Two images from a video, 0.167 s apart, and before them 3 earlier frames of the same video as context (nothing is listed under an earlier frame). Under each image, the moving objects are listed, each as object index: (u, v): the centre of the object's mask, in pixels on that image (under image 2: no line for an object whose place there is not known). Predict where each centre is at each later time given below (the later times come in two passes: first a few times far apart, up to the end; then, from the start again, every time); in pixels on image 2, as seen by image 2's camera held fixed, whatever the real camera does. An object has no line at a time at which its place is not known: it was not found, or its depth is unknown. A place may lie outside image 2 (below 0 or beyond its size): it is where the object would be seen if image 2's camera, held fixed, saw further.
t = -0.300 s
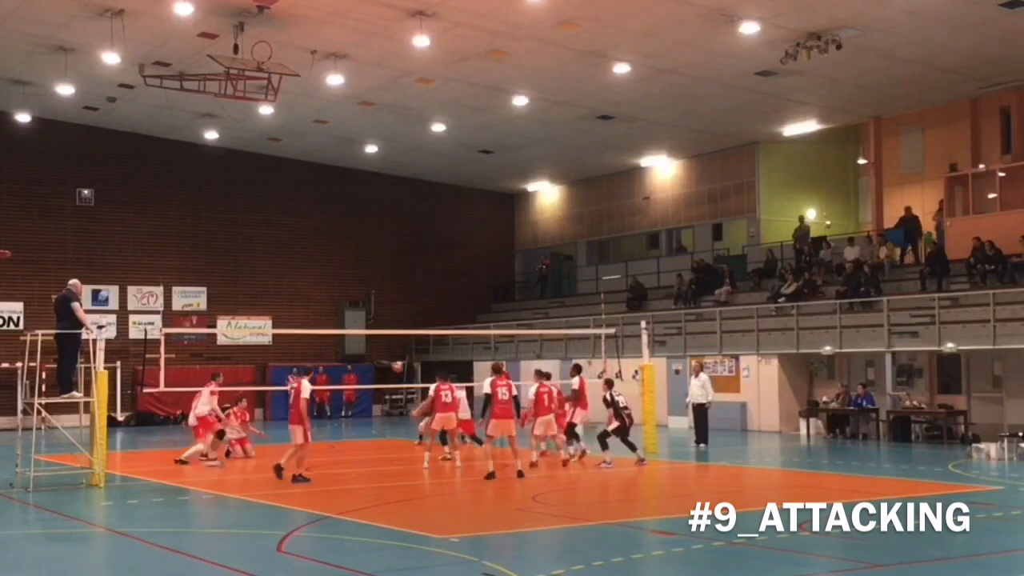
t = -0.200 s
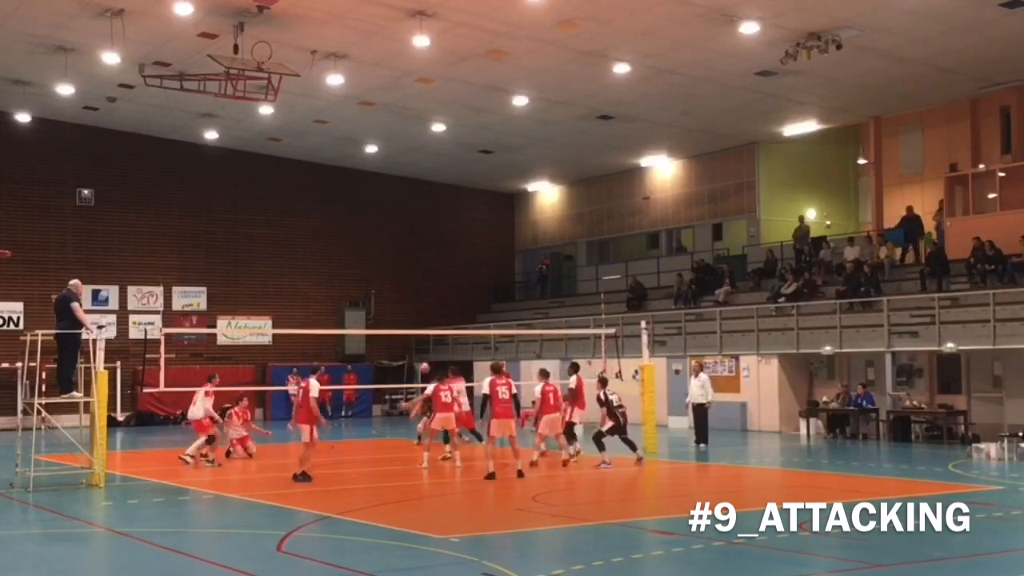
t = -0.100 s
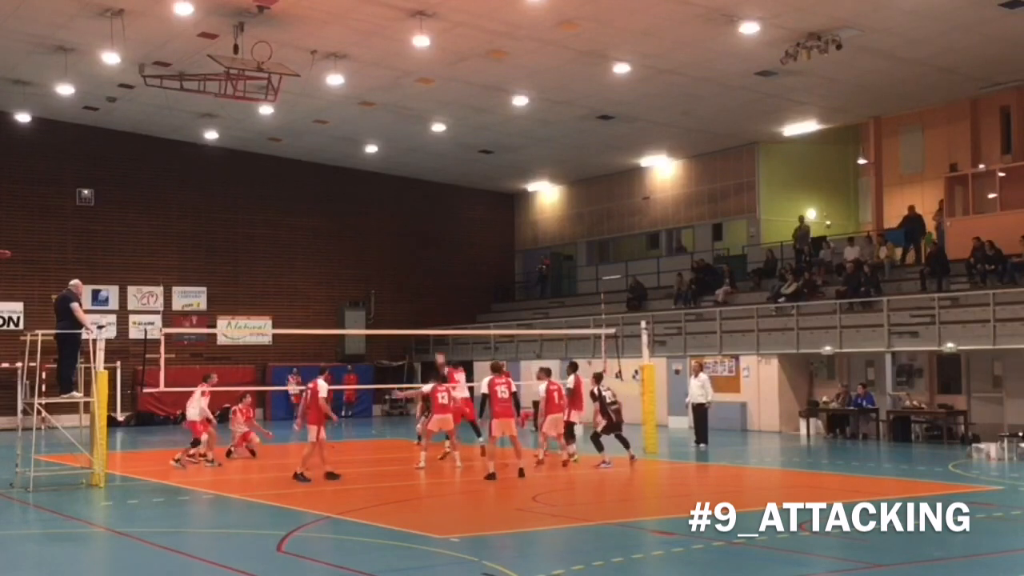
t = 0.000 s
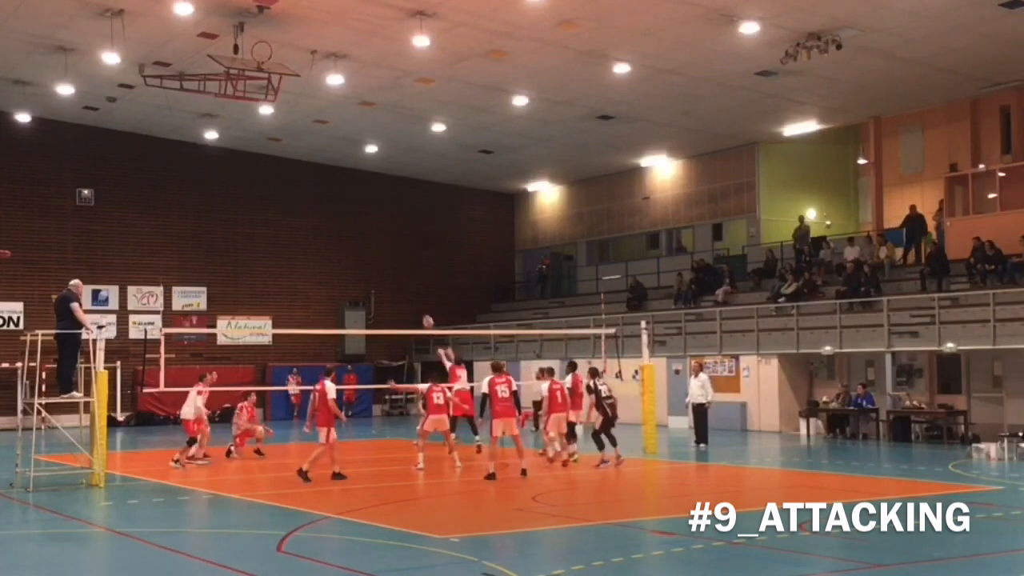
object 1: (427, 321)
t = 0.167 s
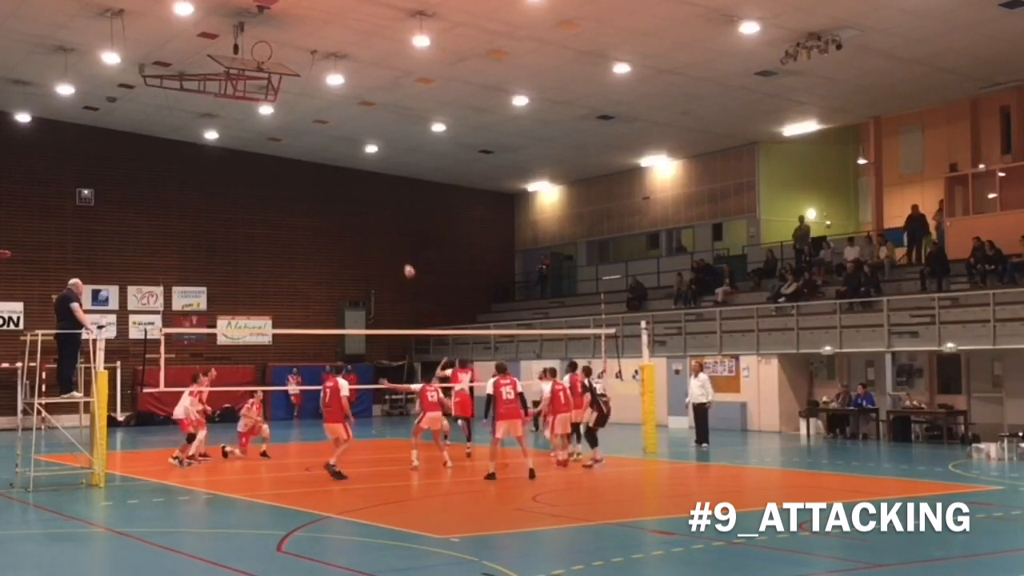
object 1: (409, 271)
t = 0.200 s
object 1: (405, 263)
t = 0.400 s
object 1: (384, 224)
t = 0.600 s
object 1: (364, 204)
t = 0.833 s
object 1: (342, 205)
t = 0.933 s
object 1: (332, 213)
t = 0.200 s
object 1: (405, 263)
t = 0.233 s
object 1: (401, 255)
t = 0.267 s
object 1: (397, 247)
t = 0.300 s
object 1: (394, 241)
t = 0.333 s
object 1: (390, 234)
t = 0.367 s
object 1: (387, 229)
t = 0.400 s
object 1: (384, 224)
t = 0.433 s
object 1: (380, 219)
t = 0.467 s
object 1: (377, 215)
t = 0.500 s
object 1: (373, 211)
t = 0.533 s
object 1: (371, 208)
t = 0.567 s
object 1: (367, 206)
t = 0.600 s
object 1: (364, 204)
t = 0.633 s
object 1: (361, 202)
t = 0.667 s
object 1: (357, 202)
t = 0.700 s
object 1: (354, 202)
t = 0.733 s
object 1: (351, 201)
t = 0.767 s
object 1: (348, 202)
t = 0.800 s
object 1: (345, 204)
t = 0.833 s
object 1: (342, 205)
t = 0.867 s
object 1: (339, 207)
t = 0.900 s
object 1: (335, 210)
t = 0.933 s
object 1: (332, 213)
